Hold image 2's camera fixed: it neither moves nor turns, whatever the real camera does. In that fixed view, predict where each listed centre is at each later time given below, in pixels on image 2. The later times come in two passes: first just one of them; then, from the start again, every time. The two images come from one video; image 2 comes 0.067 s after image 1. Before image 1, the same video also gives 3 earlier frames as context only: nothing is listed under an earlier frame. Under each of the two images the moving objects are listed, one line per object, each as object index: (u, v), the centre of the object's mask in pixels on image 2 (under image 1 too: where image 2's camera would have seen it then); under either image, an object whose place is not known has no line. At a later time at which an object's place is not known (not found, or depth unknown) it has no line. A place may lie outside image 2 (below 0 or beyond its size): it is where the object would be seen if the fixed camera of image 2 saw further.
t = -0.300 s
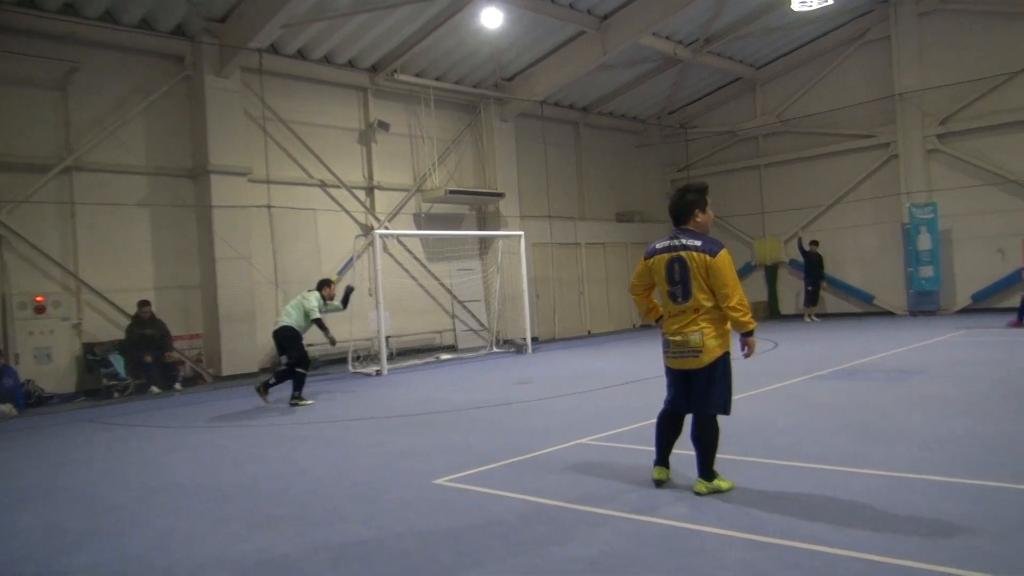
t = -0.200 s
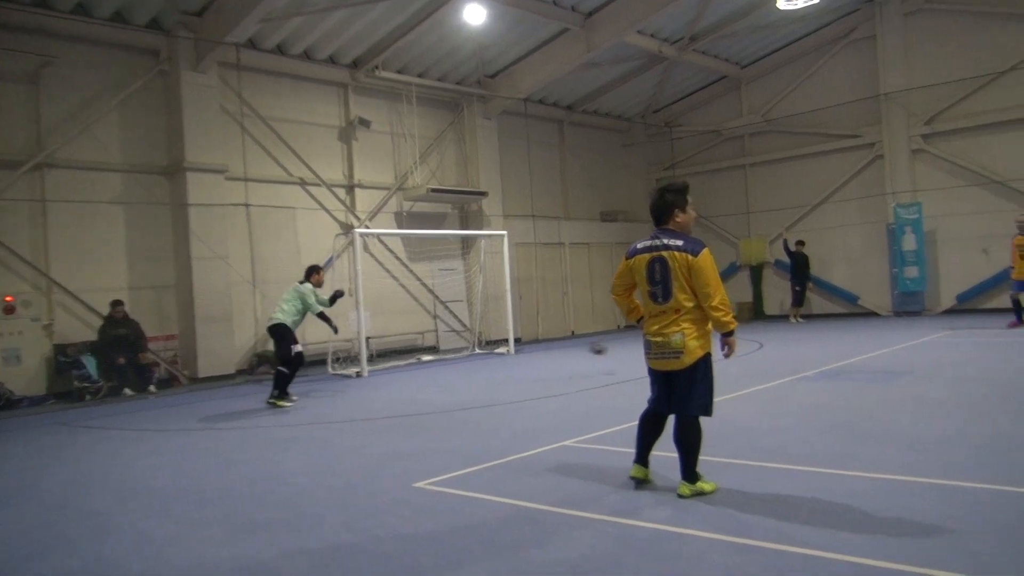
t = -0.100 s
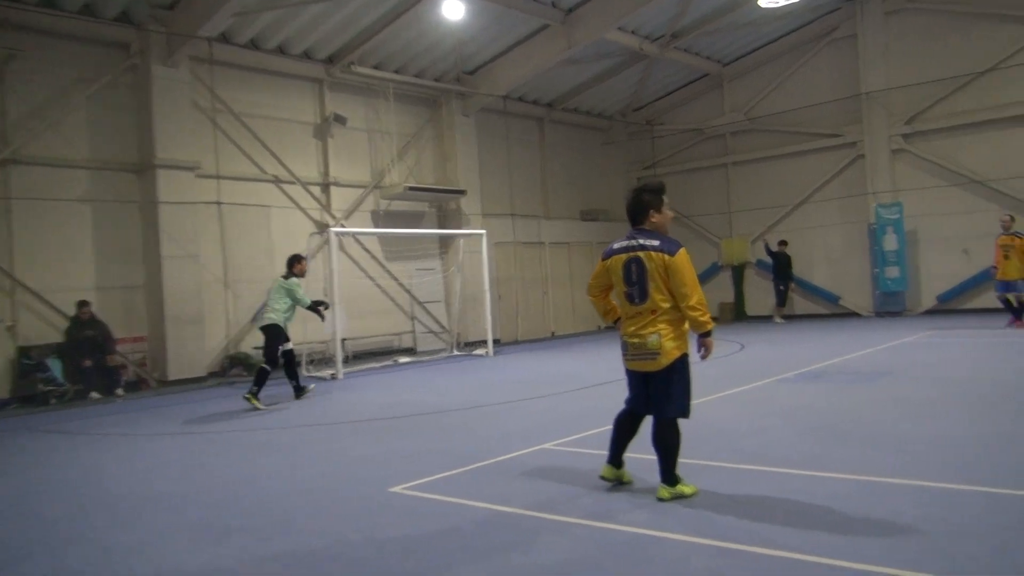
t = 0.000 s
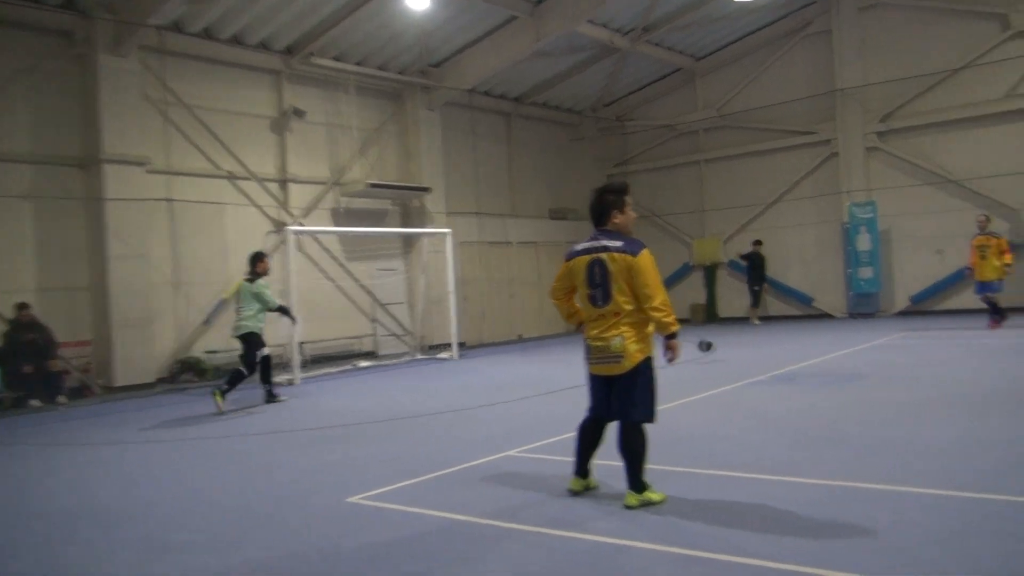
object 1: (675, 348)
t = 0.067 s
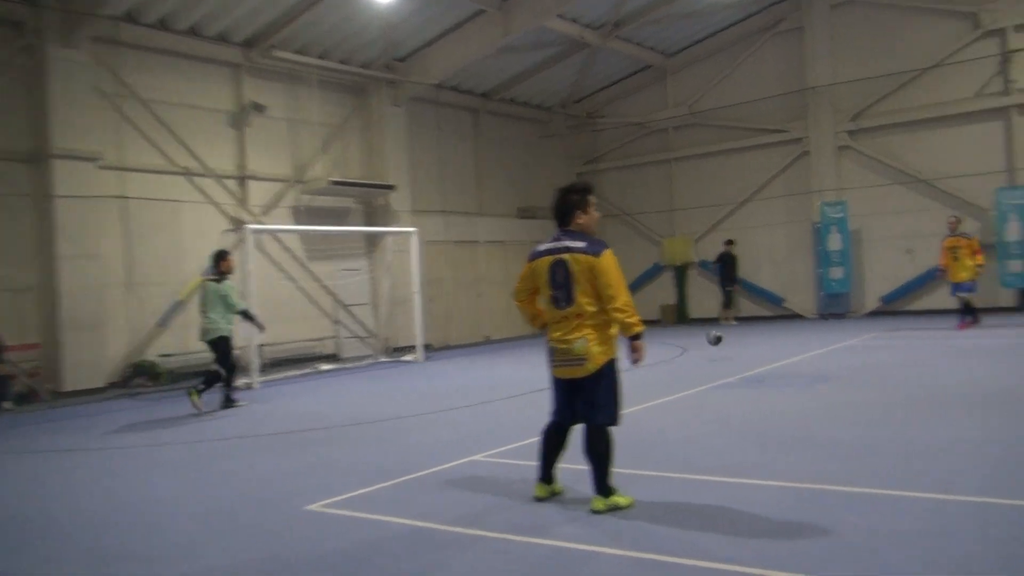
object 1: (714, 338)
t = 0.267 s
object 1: (823, 337)
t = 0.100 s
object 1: (733, 336)
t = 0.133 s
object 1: (752, 334)
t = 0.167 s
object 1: (770, 333)
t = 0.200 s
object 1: (788, 334)
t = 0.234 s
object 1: (806, 335)
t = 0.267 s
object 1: (823, 337)
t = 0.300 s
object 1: (838, 336)
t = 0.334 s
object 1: (852, 331)
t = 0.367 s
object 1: (867, 329)
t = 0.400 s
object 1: (880, 326)
